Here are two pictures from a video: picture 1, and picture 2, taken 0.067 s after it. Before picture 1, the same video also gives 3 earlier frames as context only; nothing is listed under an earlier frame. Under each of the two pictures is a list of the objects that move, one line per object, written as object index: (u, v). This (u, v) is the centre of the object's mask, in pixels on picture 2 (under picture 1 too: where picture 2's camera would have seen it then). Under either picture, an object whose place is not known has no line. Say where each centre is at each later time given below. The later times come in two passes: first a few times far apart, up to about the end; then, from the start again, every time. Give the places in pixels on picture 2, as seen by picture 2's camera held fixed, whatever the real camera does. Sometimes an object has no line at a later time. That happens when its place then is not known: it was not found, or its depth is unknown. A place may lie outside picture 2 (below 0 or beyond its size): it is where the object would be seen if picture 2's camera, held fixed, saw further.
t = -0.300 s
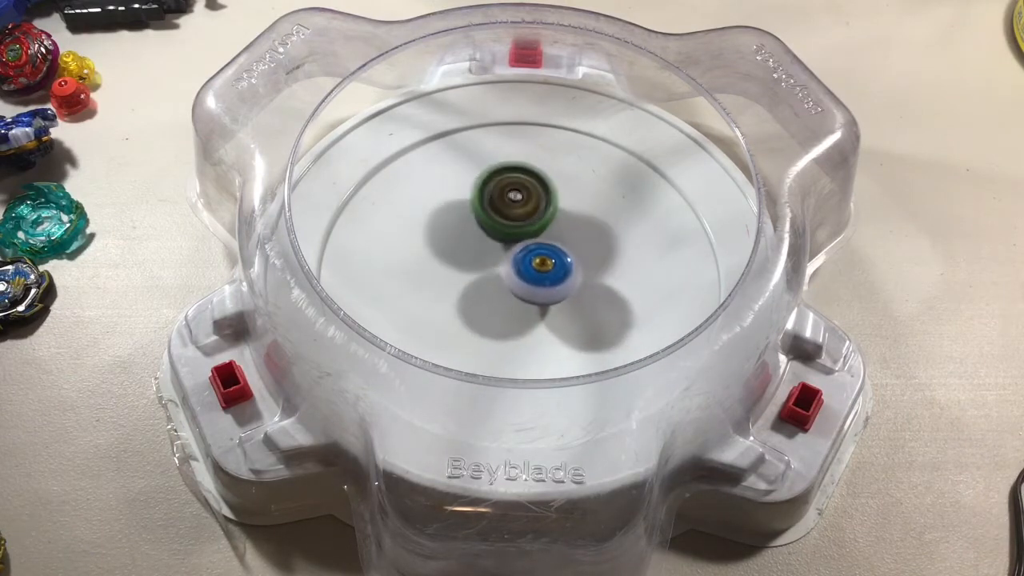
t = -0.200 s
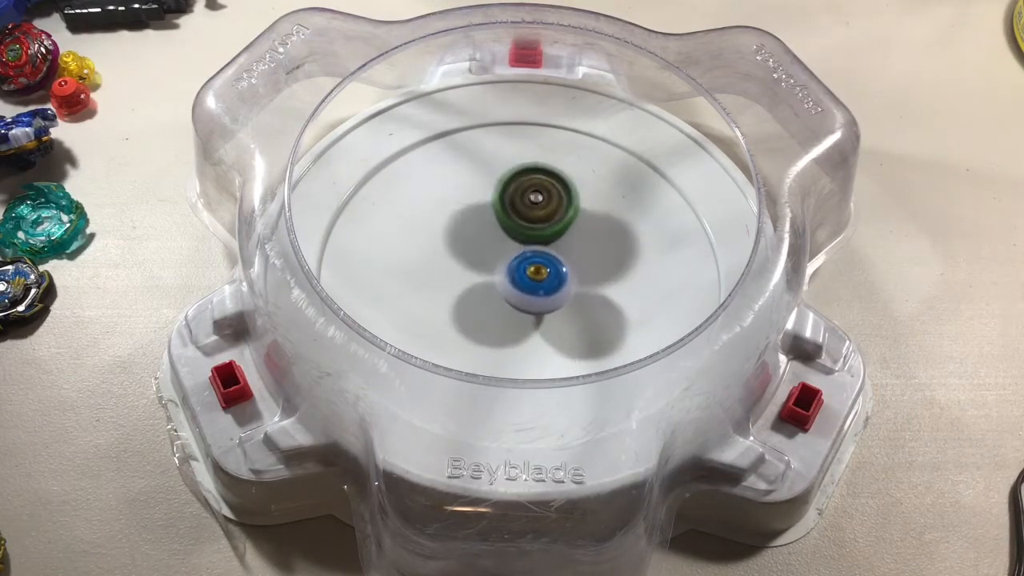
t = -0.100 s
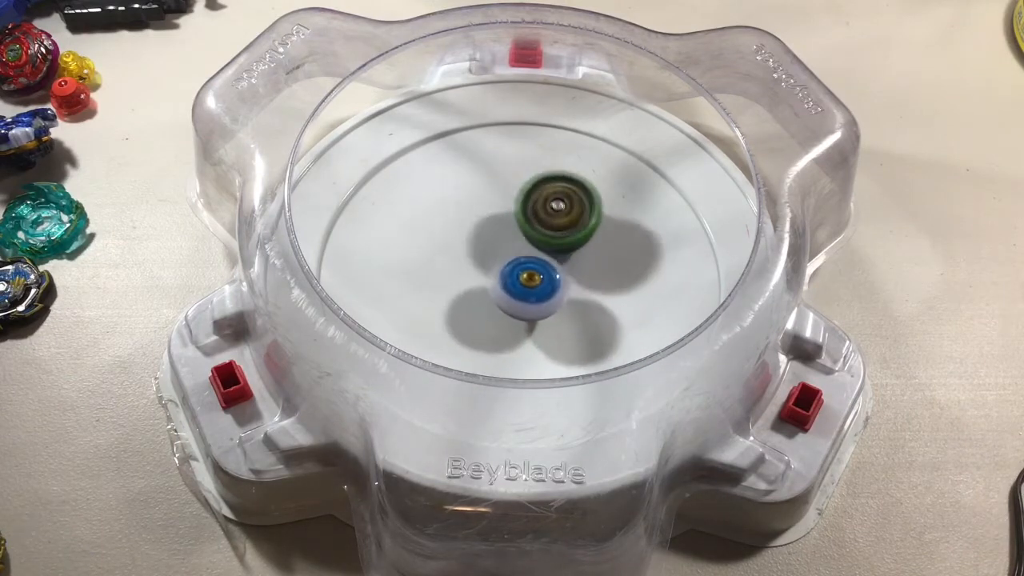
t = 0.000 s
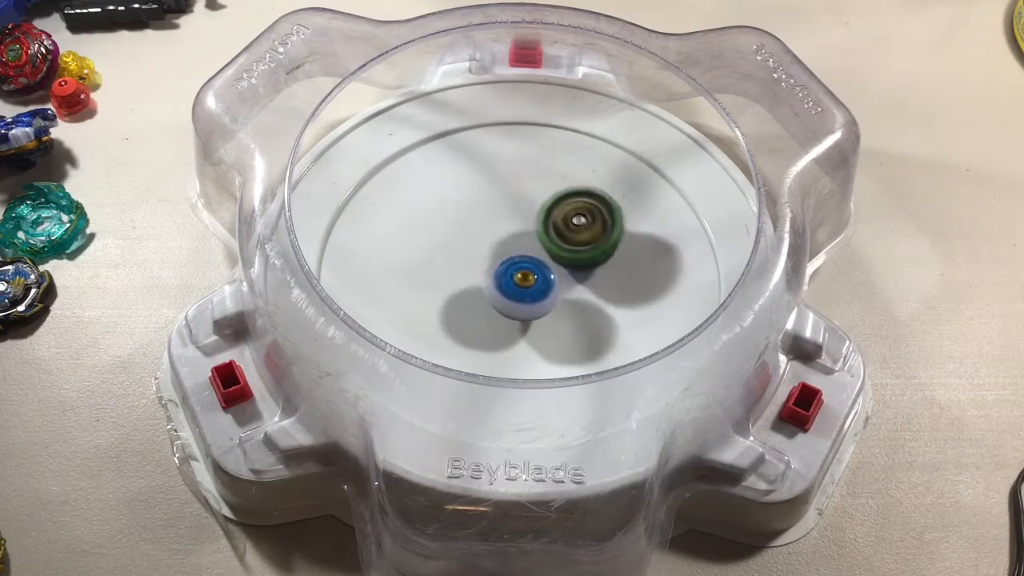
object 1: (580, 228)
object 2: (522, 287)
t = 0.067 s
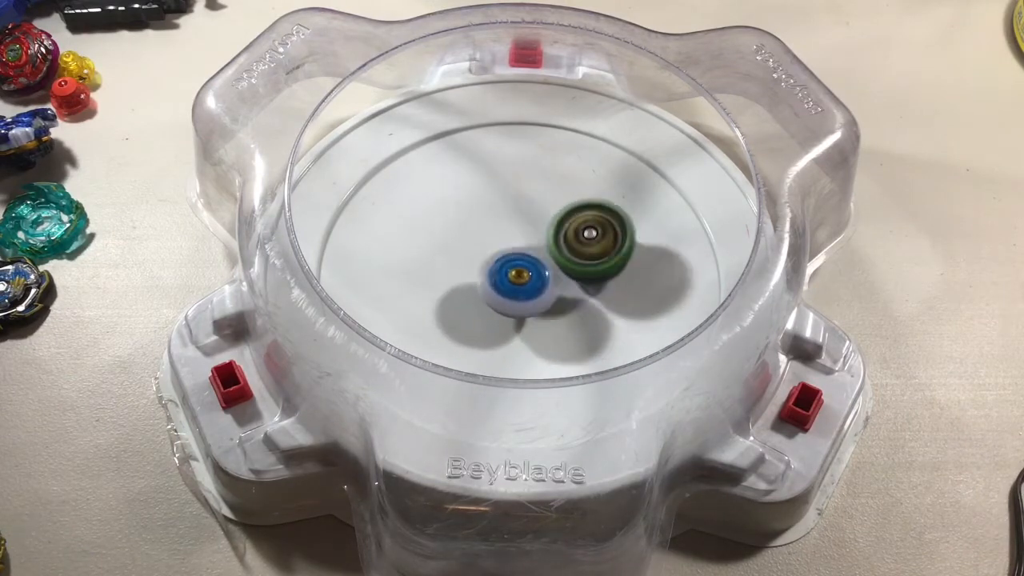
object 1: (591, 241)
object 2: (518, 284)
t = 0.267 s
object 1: (602, 279)
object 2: (511, 274)
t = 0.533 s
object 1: (557, 316)
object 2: (511, 252)
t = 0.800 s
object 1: (489, 303)
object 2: (534, 241)
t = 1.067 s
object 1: (463, 250)
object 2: (550, 258)
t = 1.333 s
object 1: (516, 207)
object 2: (545, 278)
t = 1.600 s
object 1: (573, 226)
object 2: (523, 290)
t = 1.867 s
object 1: (583, 272)
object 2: (498, 294)
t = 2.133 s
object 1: (566, 299)
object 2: (486, 268)
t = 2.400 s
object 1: (548, 309)
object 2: (507, 242)
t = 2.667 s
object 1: (522, 308)
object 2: (517, 233)
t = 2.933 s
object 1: (523, 296)
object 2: (529, 224)
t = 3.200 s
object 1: (523, 305)
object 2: (529, 232)
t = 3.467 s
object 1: (517, 294)
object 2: (533, 223)
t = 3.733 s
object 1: (539, 305)
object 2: (527, 228)
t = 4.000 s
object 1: (533, 295)
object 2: (527, 224)
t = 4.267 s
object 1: (537, 298)
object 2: (532, 221)
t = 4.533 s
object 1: (520, 306)
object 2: (546, 235)
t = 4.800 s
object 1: (504, 296)
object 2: (556, 234)
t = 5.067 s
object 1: (501, 275)
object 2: (613, 233)
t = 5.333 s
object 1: (524, 284)
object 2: (600, 258)
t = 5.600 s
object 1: (484, 293)
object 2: (571, 277)
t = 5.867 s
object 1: (485, 300)
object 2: (557, 245)
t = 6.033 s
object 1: (493, 305)
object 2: (565, 235)
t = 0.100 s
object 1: (596, 247)
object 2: (516, 281)
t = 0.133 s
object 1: (600, 254)
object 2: (515, 279)
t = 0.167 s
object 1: (603, 260)
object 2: (513, 278)
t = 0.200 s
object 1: (602, 266)
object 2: (514, 277)
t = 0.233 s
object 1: (602, 272)
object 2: (513, 275)
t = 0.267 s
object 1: (602, 279)
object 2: (511, 274)
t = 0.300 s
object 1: (601, 284)
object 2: (511, 271)
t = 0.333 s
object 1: (597, 289)
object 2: (511, 269)
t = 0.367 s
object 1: (595, 296)
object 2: (507, 265)
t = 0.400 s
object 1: (590, 300)
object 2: (507, 262)
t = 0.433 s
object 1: (582, 305)
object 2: (509, 261)
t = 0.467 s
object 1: (574, 310)
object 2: (509, 257)
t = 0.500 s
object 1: (566, 313)
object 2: (510, 255)
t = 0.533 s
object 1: (557, 316)
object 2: (511, 252)
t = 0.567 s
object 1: (548, 319)
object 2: (514, 248)
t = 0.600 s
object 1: (539, 318)
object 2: (516, 247)
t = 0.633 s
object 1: (528, 318)
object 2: (519, 245)
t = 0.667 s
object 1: (519, 317)
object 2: (522, 243)
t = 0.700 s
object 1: (510, 314)
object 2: (525, 243)
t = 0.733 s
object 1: (501, 311)
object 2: (528, 241)
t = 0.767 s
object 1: (494, 309)
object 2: (533, 240)
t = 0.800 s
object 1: (489, 303)
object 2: (534, 241)
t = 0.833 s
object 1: (482, 297)
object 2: (536, 242)
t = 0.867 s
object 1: (475, 291)
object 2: (538, 242)
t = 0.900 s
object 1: (471, 285)
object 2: (540, 244)
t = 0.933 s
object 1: (467, 278)
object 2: (542, 245)
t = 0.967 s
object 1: (465, 271)
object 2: (545, 248)
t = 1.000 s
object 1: (463, 264)
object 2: (548, 250)
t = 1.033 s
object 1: (463, 257)
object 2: (549, 253)
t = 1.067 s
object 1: (463, 250)
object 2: (550, 258)
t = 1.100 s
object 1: (466, 242)
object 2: (551, 262)
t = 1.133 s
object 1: (467, 234)
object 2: (553, 268)
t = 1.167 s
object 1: (472, 227)
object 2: (552, 271)
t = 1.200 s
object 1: (479, 221)
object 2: (549, 273)
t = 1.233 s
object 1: (488, 215)
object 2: (547, 274)
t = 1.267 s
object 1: (497, 211)
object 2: (547, 274)
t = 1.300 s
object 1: (506, 209)
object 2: (546, 275)
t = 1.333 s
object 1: (516, 207)
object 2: (545, 278)
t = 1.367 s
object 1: (525, 207)
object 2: (543, 279)
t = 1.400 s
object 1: (535, 206)
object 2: (539, 283)
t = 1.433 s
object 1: (543, 207)
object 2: (535, 284)
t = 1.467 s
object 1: (549, 211)
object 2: (534, 283)
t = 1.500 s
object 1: (557, 212)
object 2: (531, 288)
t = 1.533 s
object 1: (562, 217)
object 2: (527, 287)
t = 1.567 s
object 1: (567, 222)
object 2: (527, 288)
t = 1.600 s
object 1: (573, 226)
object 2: (523, 290)
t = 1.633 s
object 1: (577, 231)
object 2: (519, 291)
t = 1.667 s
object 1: (581, 237)
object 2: (515, 292)
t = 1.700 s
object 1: (582, 243)
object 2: (514, 292)
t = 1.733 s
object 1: (590, 247)
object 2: (502, 295)
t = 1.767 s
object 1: (595, 249)
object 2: (488, 297)
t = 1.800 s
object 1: (593, 257)
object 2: (488, 296)
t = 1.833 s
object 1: (590, 265)
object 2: (491, 295)
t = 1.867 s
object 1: (583, 272)
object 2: (498, 294)
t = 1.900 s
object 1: (583, 278)
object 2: (489, 293)
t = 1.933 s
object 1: (577, 281)
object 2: (485, 289)
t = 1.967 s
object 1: (576, 286)
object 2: (480, 284)
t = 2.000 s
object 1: (582, 290)
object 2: (467, 275)
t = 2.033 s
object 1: (580, 294)
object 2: (468, 271)
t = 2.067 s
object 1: (576, 296)
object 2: (474, 270)
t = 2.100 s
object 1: (571, 298)
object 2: (481, 270)
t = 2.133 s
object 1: (566, 299)
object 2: (486, 268)
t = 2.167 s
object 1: (563, 300)
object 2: (488, 262)
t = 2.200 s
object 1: (562, 301)
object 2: (490, 259)
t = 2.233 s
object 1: (559, 302)
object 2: (491, 255)
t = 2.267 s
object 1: (558, 302)
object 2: (494, 252)
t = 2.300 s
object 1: (555, 304)
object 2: (497, 248)
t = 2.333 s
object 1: (553, 305)
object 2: (501, 245)
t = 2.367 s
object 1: (550, 308)
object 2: (504, 244)
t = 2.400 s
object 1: (548, 309)
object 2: (507, 242)
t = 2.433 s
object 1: (545, 309)
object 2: (509, 242)
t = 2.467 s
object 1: (544, 312)
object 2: (513, 239)
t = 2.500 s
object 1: (540, 311)
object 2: (515, 240)
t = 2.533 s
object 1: (536, 317)
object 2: (516, 230)
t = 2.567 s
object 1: (535, 318)
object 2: (518, 226)
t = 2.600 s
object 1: (529, 316)
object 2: (519, 228)
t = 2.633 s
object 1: (525, 312)
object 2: (519, 231)
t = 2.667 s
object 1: (522, 308)
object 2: (517, 233)
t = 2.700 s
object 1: (520, 305)
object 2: (517, 231)
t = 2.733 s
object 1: (519, 302)
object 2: (520, 227)
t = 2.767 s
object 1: (520, 301)
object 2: (524, 222)
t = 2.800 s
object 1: (521, 297)
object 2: (525, 223)
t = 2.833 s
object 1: (521, 294)
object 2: (525, 224)
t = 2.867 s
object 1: (521, 295)
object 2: (526, 223)
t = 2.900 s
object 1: (522, 296)
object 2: (528, 223)
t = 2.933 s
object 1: (523, 296)
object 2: (529, 224)
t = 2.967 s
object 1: (523, 296)
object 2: (528, 225)
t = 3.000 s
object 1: (524, 298)
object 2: (529, 226)
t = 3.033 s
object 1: (523, 300)
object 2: (529, 227)
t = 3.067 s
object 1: (524, 302)
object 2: (529, 229)
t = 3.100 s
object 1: (524, 303)
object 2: (527, 230)
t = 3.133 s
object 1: (524, 303)
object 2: (528, 230)
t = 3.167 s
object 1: (522, 305)
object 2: (529, 231)
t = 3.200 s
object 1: (523, 305)
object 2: (529, 232)
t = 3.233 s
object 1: (517, 310)
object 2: (532, 224)
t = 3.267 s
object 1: (513, 314)
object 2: (542, 212)
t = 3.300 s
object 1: (511, 315)
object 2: (544, 211)
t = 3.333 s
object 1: (508, 312)
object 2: (543, 214)
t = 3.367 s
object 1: (508, 308)
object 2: (540, 218)
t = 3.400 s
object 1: (509, 304)
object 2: (536, 220)
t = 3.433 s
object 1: (512, 299)
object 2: (534, 223)
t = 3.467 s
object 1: (517, 294)
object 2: (533, 223)
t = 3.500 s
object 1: (520, 294)
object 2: (536, 219)
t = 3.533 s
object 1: (527, 293)
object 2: (537, 220)
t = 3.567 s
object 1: (533, 293)
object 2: (535, 221)
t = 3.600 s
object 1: (536, 296)
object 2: (533, 223)
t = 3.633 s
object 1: (539, 298)
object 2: (532, 224)
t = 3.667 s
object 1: (540, 301)
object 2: (531, 225)
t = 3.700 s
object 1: (542, 304)
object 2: (529, 227)
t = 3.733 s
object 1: (539, 305)
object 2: (527, 228)
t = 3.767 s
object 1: (538, 305)
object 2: (526, 229)
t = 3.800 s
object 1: (536, 303)
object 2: (525, 231)
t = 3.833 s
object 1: (533, 302)
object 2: (526, 228)
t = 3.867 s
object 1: (533, 299)
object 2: (527, 227)
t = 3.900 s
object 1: (533, 300)
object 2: (527, 225)
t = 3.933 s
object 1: (533, 299)
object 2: (528, 224)
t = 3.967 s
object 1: (533, 297)
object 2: (528, 224)
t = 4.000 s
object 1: (533, 295)
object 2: (527, 224)
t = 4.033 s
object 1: (535, 294)
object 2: (526, 224)
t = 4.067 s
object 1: (534, 295)
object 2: (527, 224)
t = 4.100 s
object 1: (534, 294)
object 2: (527, 224)
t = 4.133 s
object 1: (535, 296)
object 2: (528, 223)
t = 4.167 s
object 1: (535, 299)
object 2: (530, 220)
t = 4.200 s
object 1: (535, 299)
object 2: (532, 218)
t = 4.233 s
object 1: (536, 298)
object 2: (532, 219)
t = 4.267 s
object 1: (537, 298)
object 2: (532, 221)
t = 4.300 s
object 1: (537, 299)
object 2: (533, 222)
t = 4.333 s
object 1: (537, 298)
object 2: (532, 225)
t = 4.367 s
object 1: (537, 298)
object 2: (532, 228)
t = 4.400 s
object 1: (535, 300)
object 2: (534, 229)
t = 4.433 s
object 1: (532, 301)
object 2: (538, 230)
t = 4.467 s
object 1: (527, 304)
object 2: (541, 231)
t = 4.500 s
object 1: (522, 306)
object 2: (544, 233)
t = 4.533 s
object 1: (520, 306)
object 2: (546, 235)
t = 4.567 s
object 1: (518, 306)
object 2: (547, 238)
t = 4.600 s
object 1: (517, 306)
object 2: (545, 241)
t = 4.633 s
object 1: (515, 307)
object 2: (544, 241)
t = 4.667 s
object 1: (512, 306)
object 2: (545, 240)
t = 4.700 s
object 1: (510, 304)
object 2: (546, 240)
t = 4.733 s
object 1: (509, 300)
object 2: (546, 239)
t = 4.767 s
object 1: (506, 298)
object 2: (550, 237)
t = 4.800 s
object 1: (504, 296)
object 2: (556, 234)
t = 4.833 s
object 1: (507, 292)
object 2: (558, 233)
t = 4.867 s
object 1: (509, 289)
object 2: (560, 235)
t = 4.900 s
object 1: (508, 288)
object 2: (568, 236)
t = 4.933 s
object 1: (503, 288)
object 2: (583, 232)
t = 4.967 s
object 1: (500, 289)
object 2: (595, 232)
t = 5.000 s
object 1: (497, 284)
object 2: (605, 230)
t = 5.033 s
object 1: (497, 278)
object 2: (611, 232)
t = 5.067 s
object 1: (501, 275)
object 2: (613, 233)
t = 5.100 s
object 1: (505, 274)
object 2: (615, 233)
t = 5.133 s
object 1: (511, 277)
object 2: (615, 234)
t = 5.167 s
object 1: (517, 278)
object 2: (614, 237)
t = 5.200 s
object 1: (521, 282)
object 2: (612, 241)
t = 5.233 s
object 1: (523, 282)
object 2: (609, 244)
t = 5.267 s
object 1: (527, 283)
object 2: (605, 250)
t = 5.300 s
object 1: (528, 282)
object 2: (602, 254)
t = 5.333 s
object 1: (524, 284)
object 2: (600, 258)
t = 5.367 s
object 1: (519, 284)
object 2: (600, 263)
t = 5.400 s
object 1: (516, 284)
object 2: (598, 266)
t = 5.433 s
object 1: (513, 288)
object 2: (594, 271)
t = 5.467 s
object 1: (507, 288)
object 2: (592, 275)
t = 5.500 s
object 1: (500, 288)
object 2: (588, 279)
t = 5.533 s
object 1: (494, 290)
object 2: (583, 280)
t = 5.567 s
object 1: (490, 291)
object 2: (576, 279)
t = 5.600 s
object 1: (484, 293)
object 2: (571, 277)
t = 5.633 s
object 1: (481, 295)
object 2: (563, 274)
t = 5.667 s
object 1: (479, 296)
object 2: (557, 271)
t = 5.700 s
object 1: (478, 298)
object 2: (552, 268)
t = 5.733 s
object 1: (478, 297)
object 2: (547, 265)
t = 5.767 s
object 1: (481, 298)
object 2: (546, 261)
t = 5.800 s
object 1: (482, 299)
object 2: (551, 258)
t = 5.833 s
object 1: (483, 299)
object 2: (553, 250)
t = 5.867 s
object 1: (485, 300)
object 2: (557, 245)
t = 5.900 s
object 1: (488, 302)
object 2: (559, 239)
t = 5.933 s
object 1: (491, 303)
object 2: (562, 237)
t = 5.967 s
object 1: (493, 305)
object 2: (564, 235)
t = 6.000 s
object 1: (493, 305)
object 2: (565, 232)
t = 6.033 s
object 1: (493, 305)
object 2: (565, 235)
